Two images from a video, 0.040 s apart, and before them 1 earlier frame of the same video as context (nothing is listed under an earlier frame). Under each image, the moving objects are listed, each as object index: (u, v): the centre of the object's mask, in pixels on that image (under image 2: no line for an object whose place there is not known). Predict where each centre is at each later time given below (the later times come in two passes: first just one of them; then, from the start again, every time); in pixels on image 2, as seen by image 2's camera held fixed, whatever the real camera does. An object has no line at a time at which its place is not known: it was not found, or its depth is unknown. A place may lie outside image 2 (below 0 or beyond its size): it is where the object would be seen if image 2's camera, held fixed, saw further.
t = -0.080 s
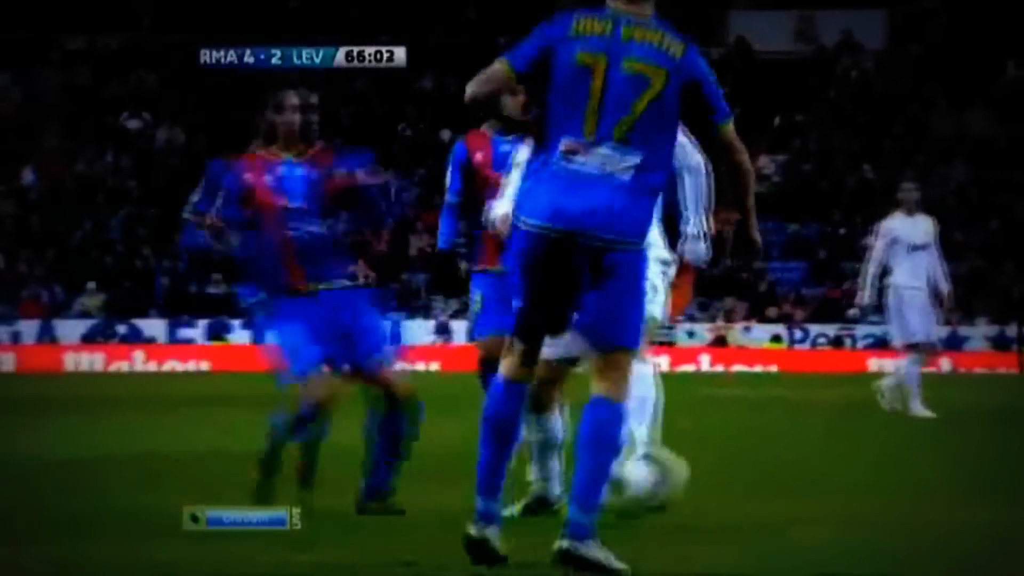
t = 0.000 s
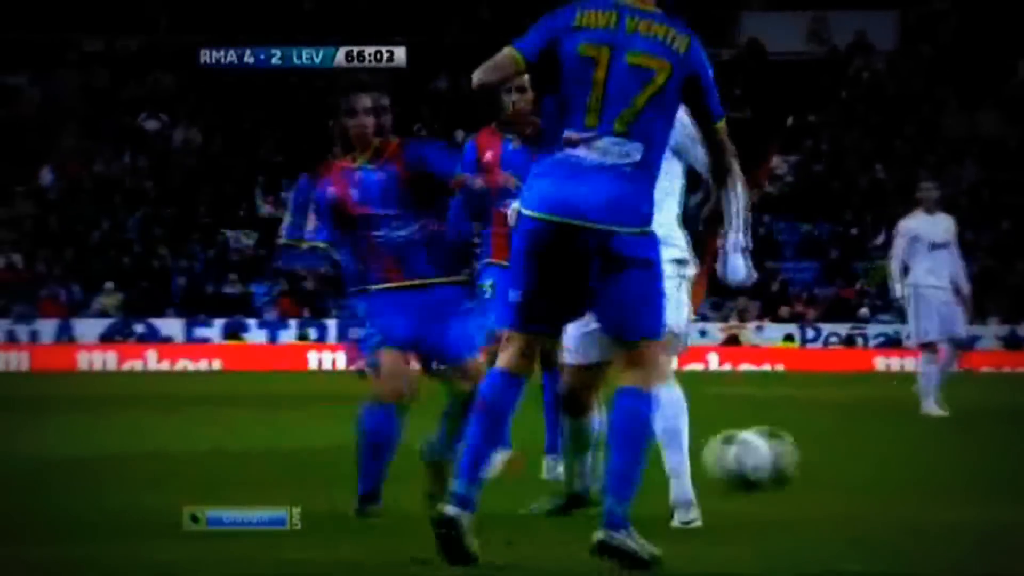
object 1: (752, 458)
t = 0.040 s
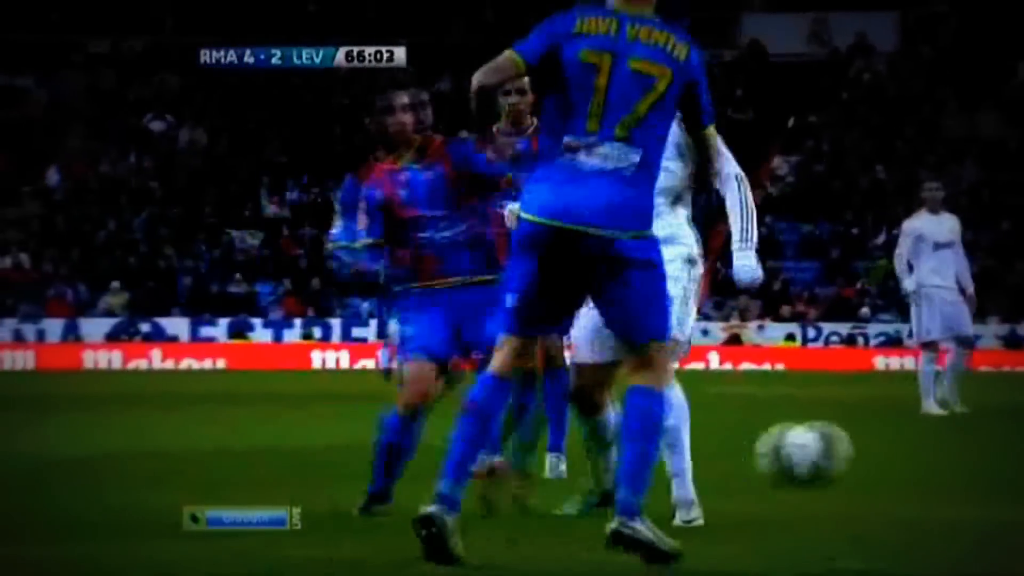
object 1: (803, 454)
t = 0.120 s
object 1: (916, 458)
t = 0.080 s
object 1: (858, 455)
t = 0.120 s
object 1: (916, 458)
